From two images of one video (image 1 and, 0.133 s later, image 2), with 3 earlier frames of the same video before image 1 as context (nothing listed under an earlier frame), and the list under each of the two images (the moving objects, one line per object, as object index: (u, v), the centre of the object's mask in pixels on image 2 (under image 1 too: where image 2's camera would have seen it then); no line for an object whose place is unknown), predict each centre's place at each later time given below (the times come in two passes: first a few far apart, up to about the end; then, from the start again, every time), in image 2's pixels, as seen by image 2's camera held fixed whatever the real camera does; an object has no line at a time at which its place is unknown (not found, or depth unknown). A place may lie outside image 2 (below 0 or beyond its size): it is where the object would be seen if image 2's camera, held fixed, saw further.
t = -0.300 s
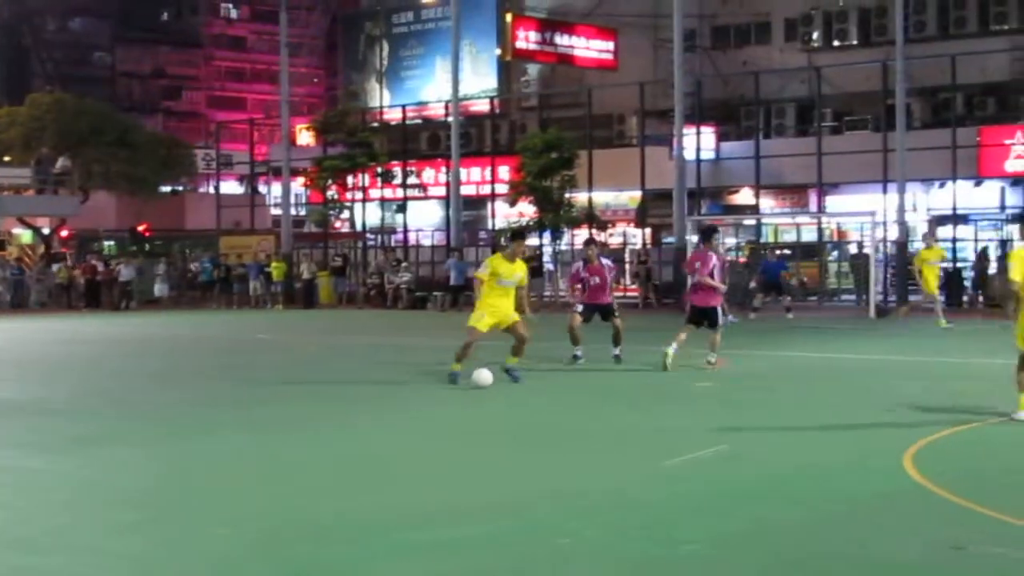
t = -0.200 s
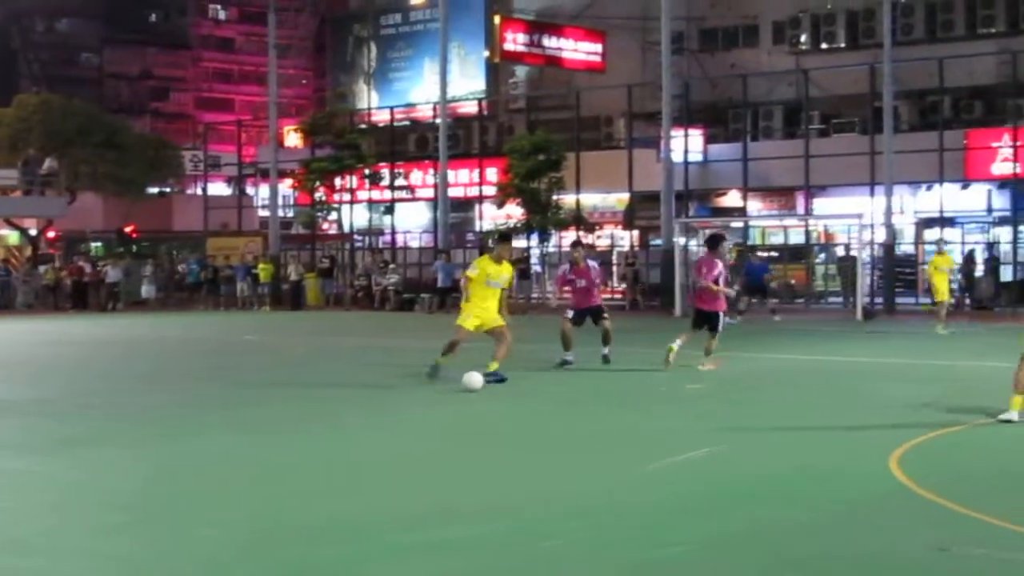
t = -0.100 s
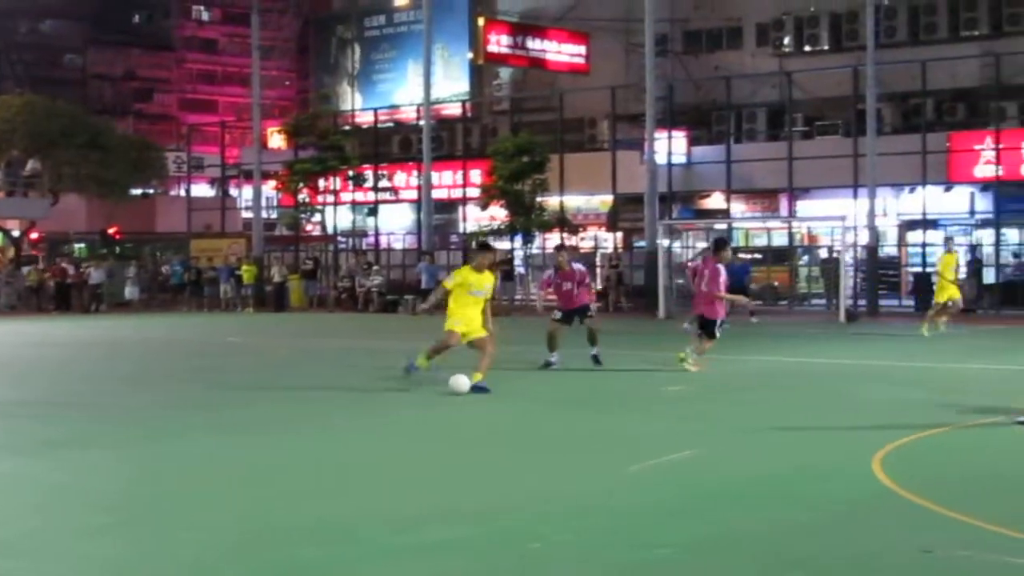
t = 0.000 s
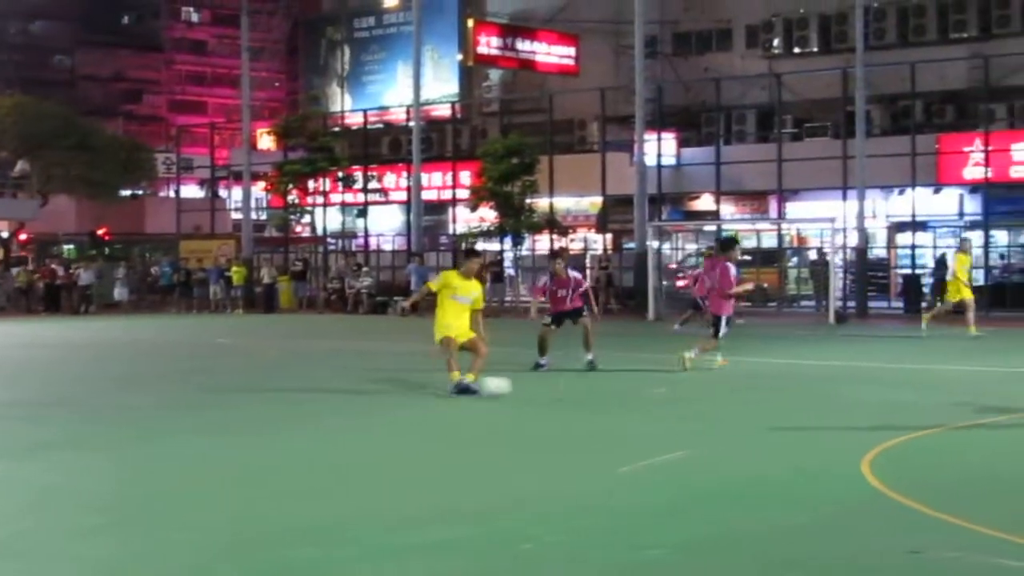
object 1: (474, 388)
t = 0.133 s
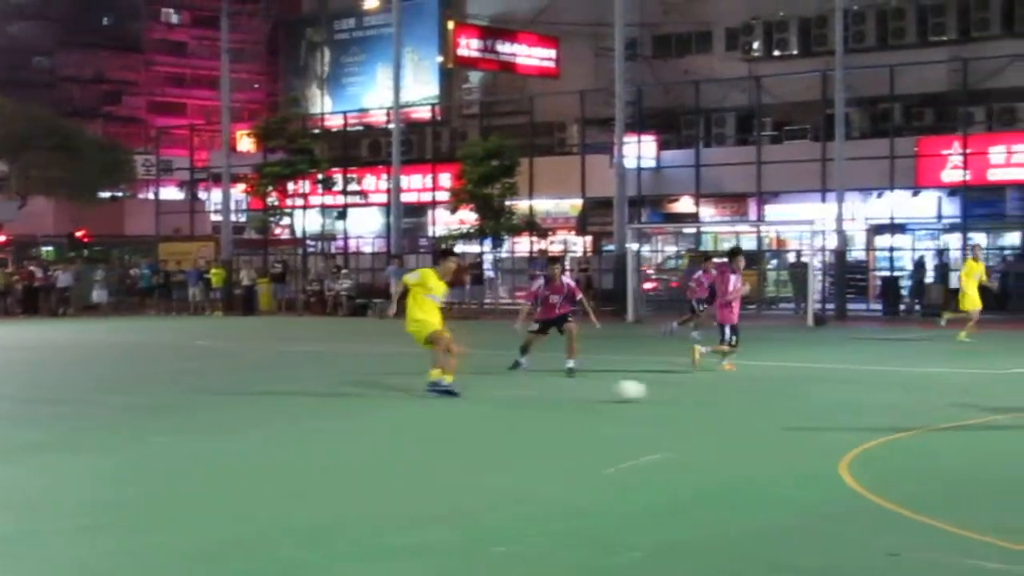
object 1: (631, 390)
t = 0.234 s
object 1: (739, 391)
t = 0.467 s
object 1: (979, 393)
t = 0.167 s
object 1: (667, 391)
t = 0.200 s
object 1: (704, 391)
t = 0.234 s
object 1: (739, 391)
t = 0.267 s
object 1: (776, 393)
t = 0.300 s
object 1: (810, 393)
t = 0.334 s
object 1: (846, 393)
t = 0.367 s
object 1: (879, 394)
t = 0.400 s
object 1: (913, 393)
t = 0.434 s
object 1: (946, 393)
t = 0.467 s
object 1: (979, 393)
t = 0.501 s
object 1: (1009, 396)
